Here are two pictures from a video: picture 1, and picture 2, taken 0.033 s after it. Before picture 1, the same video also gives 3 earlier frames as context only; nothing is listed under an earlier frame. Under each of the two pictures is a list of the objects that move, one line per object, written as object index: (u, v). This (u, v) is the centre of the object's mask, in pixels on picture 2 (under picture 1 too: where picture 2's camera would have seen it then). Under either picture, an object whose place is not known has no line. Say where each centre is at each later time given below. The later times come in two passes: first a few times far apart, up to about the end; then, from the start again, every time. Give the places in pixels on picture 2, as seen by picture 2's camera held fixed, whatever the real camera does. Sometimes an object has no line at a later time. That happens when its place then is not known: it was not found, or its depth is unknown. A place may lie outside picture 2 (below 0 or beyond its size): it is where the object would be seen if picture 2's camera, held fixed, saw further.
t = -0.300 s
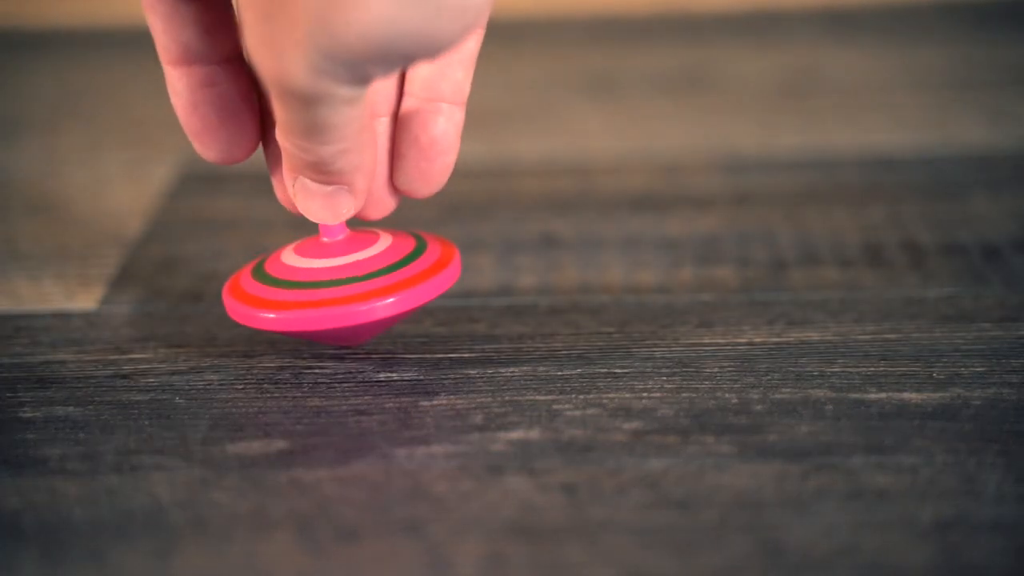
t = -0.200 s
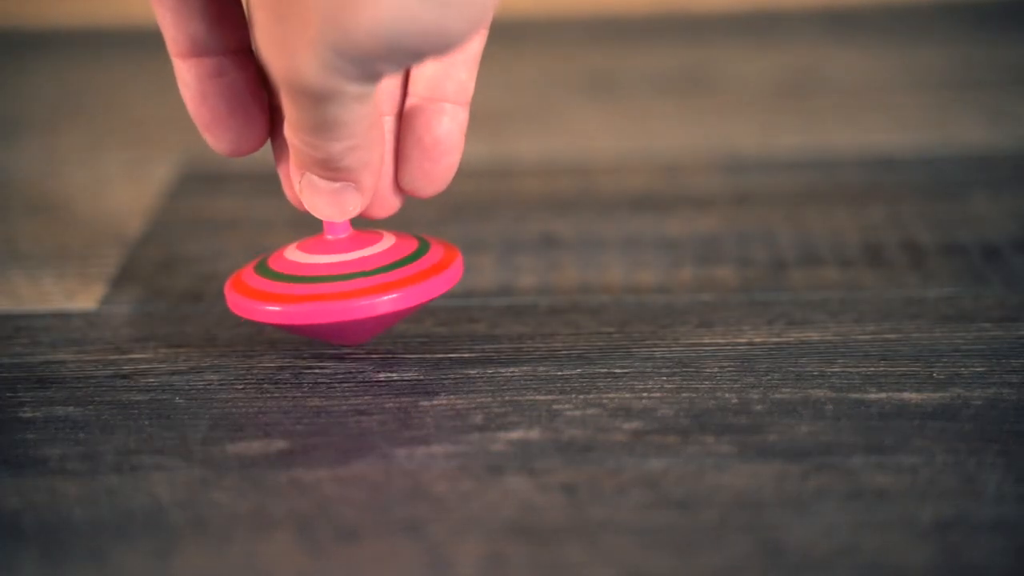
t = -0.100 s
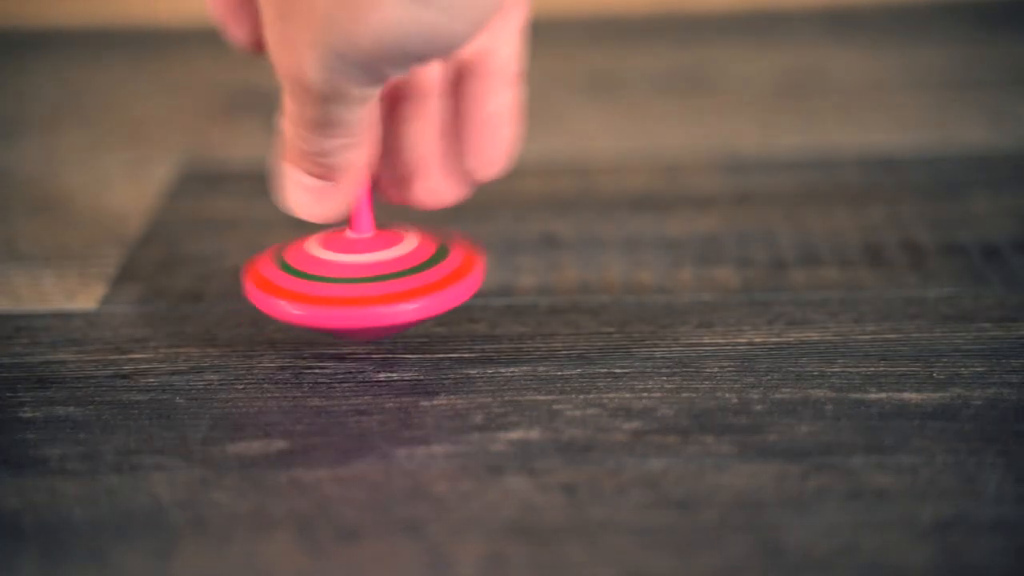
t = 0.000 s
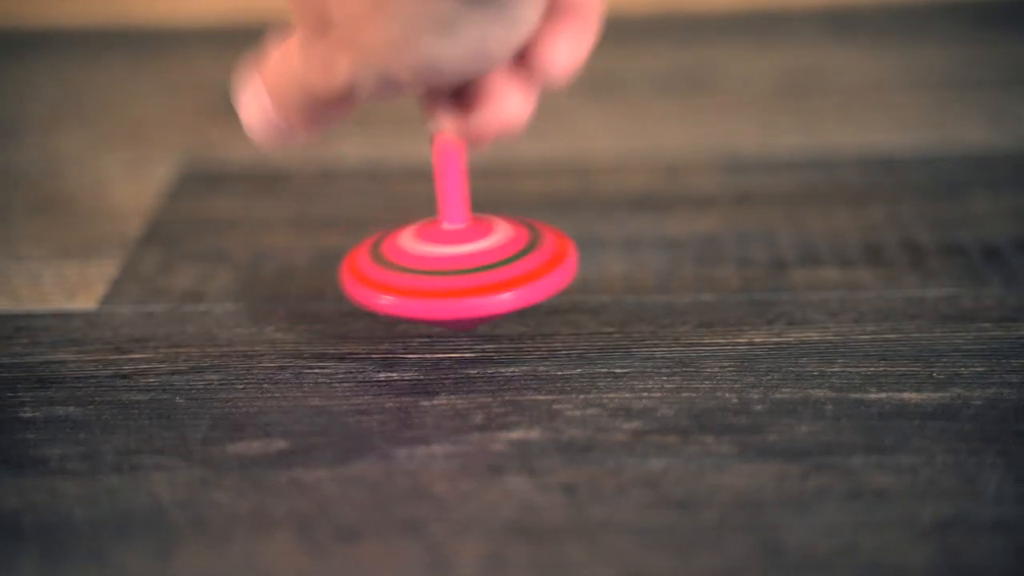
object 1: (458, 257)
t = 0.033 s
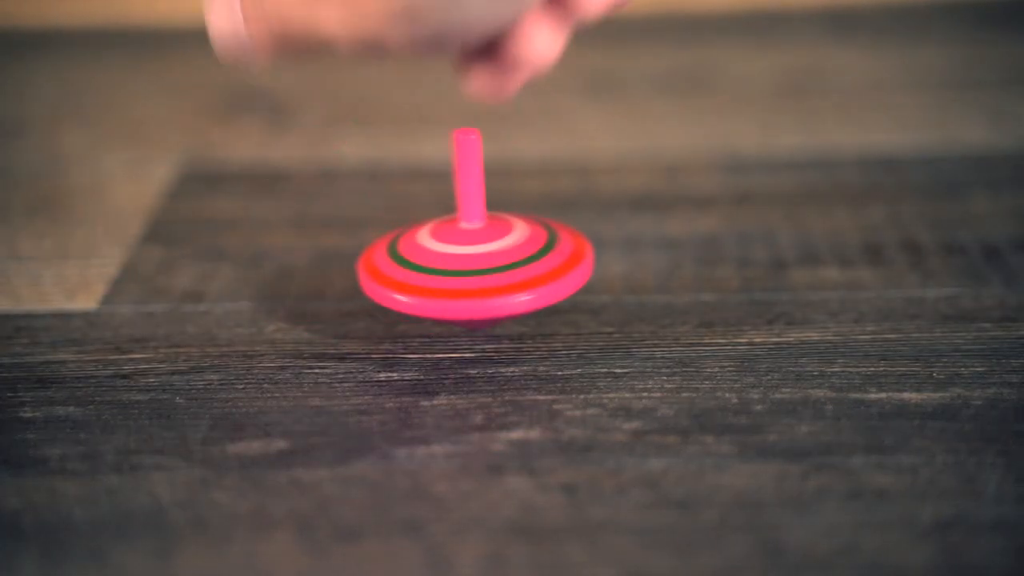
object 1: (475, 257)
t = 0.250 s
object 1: (542, 264)
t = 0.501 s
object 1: (592, 277)
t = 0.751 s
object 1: (625, 297)
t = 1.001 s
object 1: (615, 318)
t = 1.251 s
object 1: (576, 330)
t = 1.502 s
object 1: (515, 340)
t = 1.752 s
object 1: (448, 337)
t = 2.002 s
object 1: (411, 328)
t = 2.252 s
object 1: (400, 309)
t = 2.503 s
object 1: (419, 291)
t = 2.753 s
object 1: (457, 278)
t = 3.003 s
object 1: (511, 275)
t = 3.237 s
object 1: (558, 281)
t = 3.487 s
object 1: (588, 294)
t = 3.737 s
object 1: (603, 310)
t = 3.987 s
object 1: (583, 329)
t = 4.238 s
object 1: (545, 344)
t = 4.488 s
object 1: (513, 345)
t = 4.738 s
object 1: (478, 341)
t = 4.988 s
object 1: (454, 328)
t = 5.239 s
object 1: (467, 313)
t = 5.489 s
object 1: (499, 305)
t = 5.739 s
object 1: (543, 301)
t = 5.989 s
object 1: (587, 303)
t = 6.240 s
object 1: (619, 314)
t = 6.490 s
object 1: (617, 326)
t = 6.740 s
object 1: (598, 338)
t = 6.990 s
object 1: (565, 349)
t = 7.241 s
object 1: (531, 349)
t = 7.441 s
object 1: (511, 345)
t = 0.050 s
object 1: (481, 257)
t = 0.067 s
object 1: (488, 256)
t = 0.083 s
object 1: (493, 258)
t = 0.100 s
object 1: (499, 257)
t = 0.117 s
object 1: (503, 260)
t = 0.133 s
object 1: (508, 258)
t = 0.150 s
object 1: (512, 261)
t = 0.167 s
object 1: (517, 259)
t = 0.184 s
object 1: (522, 262)
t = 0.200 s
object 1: (526, 261)
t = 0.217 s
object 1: (532, 263)
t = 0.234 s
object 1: (536, 262)
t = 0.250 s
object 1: (542, 264)
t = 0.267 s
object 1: (545, 264)
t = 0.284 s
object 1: (550, 265)
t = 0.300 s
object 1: (553, 266)
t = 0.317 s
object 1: (557, 267)
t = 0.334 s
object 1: (558, 267)
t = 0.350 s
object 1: (562, 268)
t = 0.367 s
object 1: (564, 268)
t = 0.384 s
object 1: (569, 269)
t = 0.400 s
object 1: (571, 271)
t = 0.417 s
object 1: (576, 271)
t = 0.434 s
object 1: (579, 273)
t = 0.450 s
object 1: (583, 272)
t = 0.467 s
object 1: (585, 274)
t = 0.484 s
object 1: (589, 274)
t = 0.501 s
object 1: (592, 277)
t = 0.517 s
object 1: (595, 276)
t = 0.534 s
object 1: (599, 279)
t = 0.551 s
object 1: (600, 279)
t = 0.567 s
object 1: (604, 281)
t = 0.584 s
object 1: (606, 281)
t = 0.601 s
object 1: (610, 284)
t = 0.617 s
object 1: (610, 285)
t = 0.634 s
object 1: (613, 287)
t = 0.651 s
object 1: (614, 288)
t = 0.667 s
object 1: (617, 290)
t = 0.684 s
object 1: (618, 291)
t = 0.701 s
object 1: (621, 292)
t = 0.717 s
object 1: (622, 294)
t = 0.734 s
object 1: (624, 294)
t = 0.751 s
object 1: (625, 297)
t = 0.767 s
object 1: (626, 298)
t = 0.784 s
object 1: (628, 300)
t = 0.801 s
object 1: (628, 301)
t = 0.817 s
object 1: (628, 304)
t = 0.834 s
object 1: (626, 306)
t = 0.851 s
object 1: (625, 307)
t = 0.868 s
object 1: (622, 309)
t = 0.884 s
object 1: (623, 311)
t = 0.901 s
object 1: (620, 313)
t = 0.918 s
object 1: (621, 313)
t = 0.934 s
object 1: (619, 315)
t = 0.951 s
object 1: (619, 315)
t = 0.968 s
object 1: (617, 317)
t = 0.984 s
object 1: (616, 317)
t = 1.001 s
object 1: (615, 318)
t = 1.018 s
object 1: (615, 318)
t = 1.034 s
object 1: (614, 319)
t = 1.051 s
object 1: (613, 321)
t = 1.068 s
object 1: (612, 322)
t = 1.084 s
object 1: (608, 323)
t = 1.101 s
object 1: (607, 323)
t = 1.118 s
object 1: (604, 324)
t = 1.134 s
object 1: (602, 324)
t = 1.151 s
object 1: (597, 325)
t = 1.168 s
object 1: (594, 326)
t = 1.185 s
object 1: (590, 327)
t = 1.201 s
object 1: (586, 328)
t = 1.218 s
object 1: (582, 328)
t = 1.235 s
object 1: (579, 330)
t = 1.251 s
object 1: (576, 330)
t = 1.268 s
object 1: (571, 332)
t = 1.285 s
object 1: (569, 332)
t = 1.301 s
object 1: (564, 334)
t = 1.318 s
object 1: (561, 334)
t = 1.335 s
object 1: (556, 335)
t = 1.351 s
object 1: (554, 336)
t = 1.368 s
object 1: (549, 337)
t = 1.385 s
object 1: (546, 337)
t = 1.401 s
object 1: (541, 338)
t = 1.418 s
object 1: (537, 338)
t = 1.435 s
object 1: (533, 339)
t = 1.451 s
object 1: (529, 340)
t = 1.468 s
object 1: (525, 340)
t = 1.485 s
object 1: (519, 341)
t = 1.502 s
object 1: (515, 340)
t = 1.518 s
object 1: (508, 340)
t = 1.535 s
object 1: (503, 340)
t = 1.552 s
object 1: (497, 340)
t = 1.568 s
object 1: (493, 340)
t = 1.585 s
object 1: (488, 340)
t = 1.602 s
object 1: (483, 340)
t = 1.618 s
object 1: (480, 340)
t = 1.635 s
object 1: (473, 340)
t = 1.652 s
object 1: (470, 339)
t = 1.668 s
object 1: (464, 339)
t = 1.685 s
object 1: (462, 339)
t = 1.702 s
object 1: (457, 339)
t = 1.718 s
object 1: (455, 338)
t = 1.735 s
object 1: (451, 337)
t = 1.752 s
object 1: (448, 337)
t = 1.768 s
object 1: (445, 336)
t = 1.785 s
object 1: (441, 336)
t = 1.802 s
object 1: (439, 335)
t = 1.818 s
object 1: (434, 335)
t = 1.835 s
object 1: (432, 334)
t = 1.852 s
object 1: (427, 334)
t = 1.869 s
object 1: (426, 333)
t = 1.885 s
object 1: (423, 332)
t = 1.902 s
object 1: (420, 332)
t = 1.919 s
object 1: (419, 331)
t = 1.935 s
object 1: (416, 330)
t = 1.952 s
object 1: (415, 330)
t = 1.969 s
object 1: (413, 329)
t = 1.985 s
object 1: (414, 329)
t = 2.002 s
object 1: (411, 328)
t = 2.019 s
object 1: (411, 328)
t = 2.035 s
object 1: (409, 327)
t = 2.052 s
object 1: (408, 326)
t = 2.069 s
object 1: (407, 324)
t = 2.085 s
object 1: (404, 323)
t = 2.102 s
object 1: (403, 321)
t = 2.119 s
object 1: (401, 319)
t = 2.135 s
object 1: (401, 318)
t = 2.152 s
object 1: (400, 316)
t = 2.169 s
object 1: (400, 314)
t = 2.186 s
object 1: (400, 313)
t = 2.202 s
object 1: (399, 311)
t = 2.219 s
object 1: (400, 311)
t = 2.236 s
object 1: (398, 309)
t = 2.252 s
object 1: (400, 309)
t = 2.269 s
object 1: (398, 307)
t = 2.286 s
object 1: (400, 305)
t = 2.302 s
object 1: (400, 305)
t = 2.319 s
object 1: (401, 303)
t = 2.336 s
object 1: (402, 302)
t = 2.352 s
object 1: (402, 301)
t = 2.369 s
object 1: (406, 300)
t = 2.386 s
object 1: (406, 298)
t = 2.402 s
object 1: (409, 297)
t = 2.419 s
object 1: (410, 296)
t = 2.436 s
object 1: (412, 294)
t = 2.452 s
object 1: (414, 294)
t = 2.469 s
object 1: (416, 292)
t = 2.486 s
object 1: (418, 292)
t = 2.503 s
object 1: (419, 291)
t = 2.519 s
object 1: (422, 290)
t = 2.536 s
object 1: (422, 290)
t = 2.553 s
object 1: (425, 288)
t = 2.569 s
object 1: (427, 288)
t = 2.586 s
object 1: (429, 286)
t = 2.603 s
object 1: (432, 286)
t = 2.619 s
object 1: (433, 284)
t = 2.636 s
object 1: (437, 284)
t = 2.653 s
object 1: (438, 283)
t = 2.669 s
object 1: (442, 282)
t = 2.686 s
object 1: (444, 282)
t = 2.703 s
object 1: (447, 279)
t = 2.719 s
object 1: (451, 279)
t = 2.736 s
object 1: (452, 277)
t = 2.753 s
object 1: (457, 278)
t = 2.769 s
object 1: (458, 277)
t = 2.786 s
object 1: (463, 276)
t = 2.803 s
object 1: (466, 276)
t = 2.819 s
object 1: (469, 274)
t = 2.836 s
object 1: (473, 276)
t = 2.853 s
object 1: (475, 274)
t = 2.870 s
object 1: (481, 274)
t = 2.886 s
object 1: (483, 275)
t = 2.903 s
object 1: (488, 274)
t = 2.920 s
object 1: (492, 275)
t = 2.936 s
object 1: (495, 273)
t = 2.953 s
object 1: (501, 275)
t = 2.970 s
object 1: (503, 274)
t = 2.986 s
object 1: (509, 275)
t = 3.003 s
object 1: (511, 275)
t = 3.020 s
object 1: (516, 274)
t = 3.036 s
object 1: (520, 276)
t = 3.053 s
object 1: (522, 275)
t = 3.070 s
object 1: (527, 277)
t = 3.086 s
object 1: (528, 277)
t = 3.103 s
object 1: (533, 277)
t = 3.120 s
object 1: (535, 278)
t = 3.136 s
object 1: (539, 277)
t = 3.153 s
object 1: (542, 279)
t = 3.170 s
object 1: (544, 278)
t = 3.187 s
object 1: (549, 279)
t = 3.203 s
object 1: (551, 280)
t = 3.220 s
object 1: (555, 279)
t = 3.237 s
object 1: (558, 281)
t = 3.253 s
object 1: (562, 279)
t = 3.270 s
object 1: (566, 282)
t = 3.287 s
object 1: (568, 282)
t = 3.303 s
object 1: (573, 283)
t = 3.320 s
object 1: (574, 284)
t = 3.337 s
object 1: (578, 284)
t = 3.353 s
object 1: (578, 286)
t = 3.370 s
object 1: (579, 287)
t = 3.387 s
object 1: (581, 289)
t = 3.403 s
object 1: (580, 290)
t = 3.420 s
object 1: (583, 290)
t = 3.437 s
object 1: (584, 292)
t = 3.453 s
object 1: (585, 291)
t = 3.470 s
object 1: (588, 294)
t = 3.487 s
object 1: (588, 294)
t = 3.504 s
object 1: (592, 295)
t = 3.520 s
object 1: (592, 297)
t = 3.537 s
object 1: (595, 296)
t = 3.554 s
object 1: (597, 299)
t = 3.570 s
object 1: (597, 299)
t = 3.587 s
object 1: (599, 301)
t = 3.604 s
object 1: (599, 302)
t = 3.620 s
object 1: (601, 304)
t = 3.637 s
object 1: (600, 305)
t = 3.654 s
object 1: (601, 305)
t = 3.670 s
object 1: (602, 307)
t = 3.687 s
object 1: (601, 307)
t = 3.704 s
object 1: (603, 308)
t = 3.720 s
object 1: (602, 310)
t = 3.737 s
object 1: (603, 310)
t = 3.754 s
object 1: (603, 312)
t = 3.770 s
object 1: (602, 313)
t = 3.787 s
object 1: (603, 315)
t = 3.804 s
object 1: (602, 317)
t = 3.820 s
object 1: (602, 317)
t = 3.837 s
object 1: (599, 319)
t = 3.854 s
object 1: (597, 321)
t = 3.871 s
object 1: (596, 322)
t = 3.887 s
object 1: (592, 324)
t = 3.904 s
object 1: (592, 324)
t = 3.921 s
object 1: (589, 326)
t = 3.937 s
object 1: (587, 326)
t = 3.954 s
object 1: (586, 328)
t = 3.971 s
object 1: (583, 329)
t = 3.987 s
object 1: (583, 329)
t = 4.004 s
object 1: (580, 331)
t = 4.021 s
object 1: (579, 332)
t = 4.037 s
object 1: (577, 333)
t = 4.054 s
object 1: (574, 334)
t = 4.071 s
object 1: (574, 335)
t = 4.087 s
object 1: (570, 336)
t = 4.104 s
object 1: (569, 337)
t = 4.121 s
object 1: (566, 337)
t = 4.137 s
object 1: (563, 339)
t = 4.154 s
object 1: (562, 340)
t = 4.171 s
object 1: (557, 341)
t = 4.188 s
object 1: (555, 341)
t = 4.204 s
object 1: (551, 342)
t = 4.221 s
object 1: (547, 343)
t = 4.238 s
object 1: (545, 344)
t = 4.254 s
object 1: (541, 345)
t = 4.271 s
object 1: (540, 345)
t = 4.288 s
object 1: (538, 345)
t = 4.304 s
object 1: (534, 345)
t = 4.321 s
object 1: (533, 344)
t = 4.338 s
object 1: (530, 344)
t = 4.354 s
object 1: (529, 344)
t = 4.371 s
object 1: (527, 344)
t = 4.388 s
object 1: (523, 345)
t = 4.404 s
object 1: (522, 345)
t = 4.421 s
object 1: (519, 345)
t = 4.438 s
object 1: (518, 344)
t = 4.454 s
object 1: (516, 344)
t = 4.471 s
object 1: (513, 345)
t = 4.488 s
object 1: (513, 345)
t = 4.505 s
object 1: (508, 345)
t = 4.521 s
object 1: (507, 344)
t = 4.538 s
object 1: (504, 344)
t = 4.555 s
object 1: (500, 344)
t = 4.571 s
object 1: (499, 344)
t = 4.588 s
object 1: (495, 344)
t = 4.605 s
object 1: (494, 342)
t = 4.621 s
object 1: (492, 342)
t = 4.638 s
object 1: (489, 342)
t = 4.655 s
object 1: (489, 342)
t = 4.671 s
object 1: (485, 342)
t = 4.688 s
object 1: (484, 341)
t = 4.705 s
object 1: (482, 341)
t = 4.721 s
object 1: (479, 341)
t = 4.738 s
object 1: (478, 341)
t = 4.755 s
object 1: (473, 339)
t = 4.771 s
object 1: (471, 338)
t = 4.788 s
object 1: (470, 337)
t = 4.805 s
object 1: (466, 337)
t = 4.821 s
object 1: (466, 336)
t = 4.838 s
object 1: (463, 335)
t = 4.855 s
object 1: (462, 333)
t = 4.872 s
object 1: (462, 333)
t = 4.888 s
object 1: (459, 332)
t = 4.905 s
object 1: (459, 331)
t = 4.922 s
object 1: (457, 331)
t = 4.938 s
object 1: (456, 330)
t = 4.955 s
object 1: (456, 330)
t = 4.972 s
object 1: (454, 329)
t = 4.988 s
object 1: (454, 328)
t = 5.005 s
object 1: (454, 327)
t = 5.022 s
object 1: (453, 327)
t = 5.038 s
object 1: (454, 326)
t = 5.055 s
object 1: (452, 325)
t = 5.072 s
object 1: (453, 323)
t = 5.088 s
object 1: (454, 323)
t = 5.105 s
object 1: (453, 321)
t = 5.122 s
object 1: (458, 320)
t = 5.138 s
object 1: (458, 319)
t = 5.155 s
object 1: (460, 317)
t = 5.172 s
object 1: (463, 317)
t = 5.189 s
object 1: (463, 316)
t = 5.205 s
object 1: (466, 315)
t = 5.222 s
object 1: (467, 315)
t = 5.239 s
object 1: (467, 313)
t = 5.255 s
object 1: (470, 313)
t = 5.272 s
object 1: (470, 313)
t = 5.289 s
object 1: (473, 311)
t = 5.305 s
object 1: (476, 311)
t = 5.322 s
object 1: (476, 310)
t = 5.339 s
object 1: (480, 310)
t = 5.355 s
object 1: (481, 310)
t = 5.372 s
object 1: (483, 308)
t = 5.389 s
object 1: (486, 309)
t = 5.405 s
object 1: (487, 308)
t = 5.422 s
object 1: (490, 307)
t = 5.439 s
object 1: (492, 307)
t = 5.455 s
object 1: (494, 306)
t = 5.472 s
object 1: (497, 306)
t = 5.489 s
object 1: (499, 305)
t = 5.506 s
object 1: (502, 302)
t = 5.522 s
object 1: (506, 304)
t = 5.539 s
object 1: (506, 303)
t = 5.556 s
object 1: (510, 302)
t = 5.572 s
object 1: (512, 303)
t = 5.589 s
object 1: (514, 301)
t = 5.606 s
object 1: (519, 302)
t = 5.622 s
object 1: (520, 302)
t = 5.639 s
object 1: (524, 299)
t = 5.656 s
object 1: (528, 301)
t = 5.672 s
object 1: (529, 301)
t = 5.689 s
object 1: (534, 299)
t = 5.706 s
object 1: (537, 301)
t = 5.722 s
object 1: (539, 299)
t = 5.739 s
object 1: (543, 301)
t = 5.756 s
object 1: (544, 301)
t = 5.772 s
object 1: (547, 299)
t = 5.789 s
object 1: (551, 301)
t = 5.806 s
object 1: (552, 300)
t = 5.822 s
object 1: (558, 299)
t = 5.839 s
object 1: (560, 301)
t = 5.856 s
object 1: (563, 299)
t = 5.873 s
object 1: (568, 300)
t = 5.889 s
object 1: (569, 301)
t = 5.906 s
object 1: (573, 300)
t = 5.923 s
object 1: (576, 302)
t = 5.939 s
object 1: (578, 302)
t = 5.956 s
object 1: (582, 302)
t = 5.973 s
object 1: (585, 304)
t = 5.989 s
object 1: (587, 303)
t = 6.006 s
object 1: (592, 304)
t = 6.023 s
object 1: (593, 306)
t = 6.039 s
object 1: (595, 305)
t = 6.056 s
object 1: (599, 307)
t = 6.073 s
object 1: (599, 307)
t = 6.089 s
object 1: (603, 306)
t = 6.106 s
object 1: (605, 309)
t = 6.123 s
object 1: (605, 309)
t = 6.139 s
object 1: (609, 310)
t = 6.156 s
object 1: (610, 311)
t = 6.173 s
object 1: (612, 310)
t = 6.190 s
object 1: (615, 312)
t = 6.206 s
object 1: (615, 313)
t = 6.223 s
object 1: (618, 312)
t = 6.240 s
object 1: (619, 314)
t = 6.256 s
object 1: (619, 315)
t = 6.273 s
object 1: (623, 315)
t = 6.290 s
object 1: (623, 317)
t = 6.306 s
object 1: (622, 318)
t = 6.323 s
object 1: (623, 318)
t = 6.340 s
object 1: (621, 319)
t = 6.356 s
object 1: (621, 318)
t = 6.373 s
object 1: (622, 320)
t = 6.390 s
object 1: (620, 321)
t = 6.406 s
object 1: (621, 320)
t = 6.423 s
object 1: (622, 322)
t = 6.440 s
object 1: (621, 323)
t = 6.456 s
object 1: (621, 324)
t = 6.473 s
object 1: (619, 325)
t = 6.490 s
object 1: (617, 326)
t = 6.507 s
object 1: (618, 328)
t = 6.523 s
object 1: (615, 329)
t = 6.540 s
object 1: (614, 329)
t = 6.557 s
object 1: (614, 330)
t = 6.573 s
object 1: (610, 331)
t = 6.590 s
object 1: (610, 330)
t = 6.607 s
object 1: (610, 331)
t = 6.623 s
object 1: (607, 332)
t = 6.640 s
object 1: (608, 332)
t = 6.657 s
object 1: (607, 333)
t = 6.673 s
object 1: (605, 335)
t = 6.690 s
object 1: (604, 336)
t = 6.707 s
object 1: (601, 337)
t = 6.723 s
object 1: (599, 337)
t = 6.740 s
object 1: (598, 338)
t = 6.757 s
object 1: (595, 340)
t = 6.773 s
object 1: (594, 339)
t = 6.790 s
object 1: (595, 340)
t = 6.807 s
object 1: (592, 341)
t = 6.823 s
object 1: (591, 341)
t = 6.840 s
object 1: (588, 342)
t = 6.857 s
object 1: (584, 344)
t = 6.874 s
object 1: (583, 344)
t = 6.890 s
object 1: (579, 344)
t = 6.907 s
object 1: (576, 345)
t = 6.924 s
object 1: (575, 346)
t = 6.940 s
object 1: (571, 346)
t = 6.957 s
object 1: (569, 347)
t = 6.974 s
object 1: (569, 348)
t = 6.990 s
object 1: (565, 349)
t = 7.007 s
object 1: (563, 349)
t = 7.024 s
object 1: (562, 349)
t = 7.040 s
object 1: (558, 350)
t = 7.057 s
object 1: (556, 350)
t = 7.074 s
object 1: (554, 350)
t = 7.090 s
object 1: (550, 350)
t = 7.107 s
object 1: (548, 350)
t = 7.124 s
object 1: (545, 349)
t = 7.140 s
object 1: (542, 350)
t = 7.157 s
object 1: (541, 349)
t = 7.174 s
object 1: (538, 349)
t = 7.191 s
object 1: (535, 349)
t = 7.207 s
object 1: (535, 349)
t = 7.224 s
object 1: (533, 348)
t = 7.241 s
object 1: (531, 349)
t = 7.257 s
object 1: (531, 349)
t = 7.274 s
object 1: (528, 349)
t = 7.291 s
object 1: (527, 348)
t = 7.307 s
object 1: (526, 348)
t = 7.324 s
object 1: (523, 348)
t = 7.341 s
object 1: (522, 347)
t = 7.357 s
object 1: (520, 347)
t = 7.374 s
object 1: (517, 347)
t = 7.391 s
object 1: (516, 346)
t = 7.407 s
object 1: (514, 346)
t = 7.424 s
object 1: (510, 346)
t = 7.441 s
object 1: (511, 345)
